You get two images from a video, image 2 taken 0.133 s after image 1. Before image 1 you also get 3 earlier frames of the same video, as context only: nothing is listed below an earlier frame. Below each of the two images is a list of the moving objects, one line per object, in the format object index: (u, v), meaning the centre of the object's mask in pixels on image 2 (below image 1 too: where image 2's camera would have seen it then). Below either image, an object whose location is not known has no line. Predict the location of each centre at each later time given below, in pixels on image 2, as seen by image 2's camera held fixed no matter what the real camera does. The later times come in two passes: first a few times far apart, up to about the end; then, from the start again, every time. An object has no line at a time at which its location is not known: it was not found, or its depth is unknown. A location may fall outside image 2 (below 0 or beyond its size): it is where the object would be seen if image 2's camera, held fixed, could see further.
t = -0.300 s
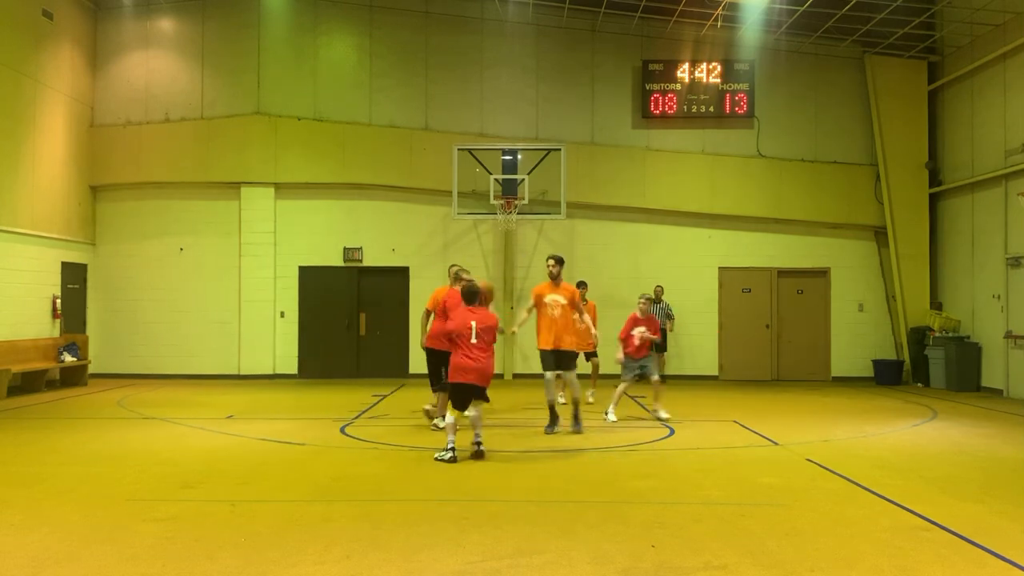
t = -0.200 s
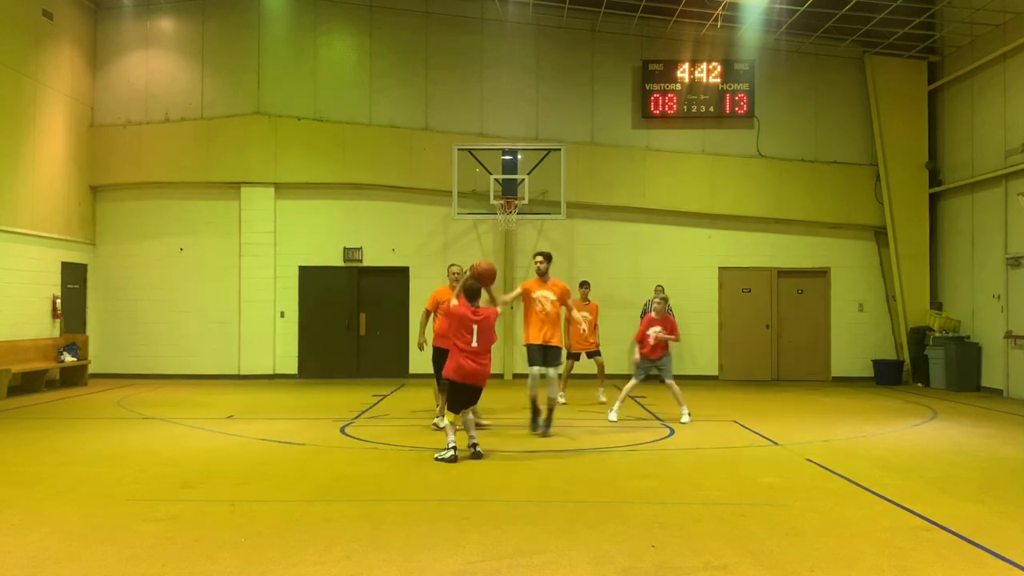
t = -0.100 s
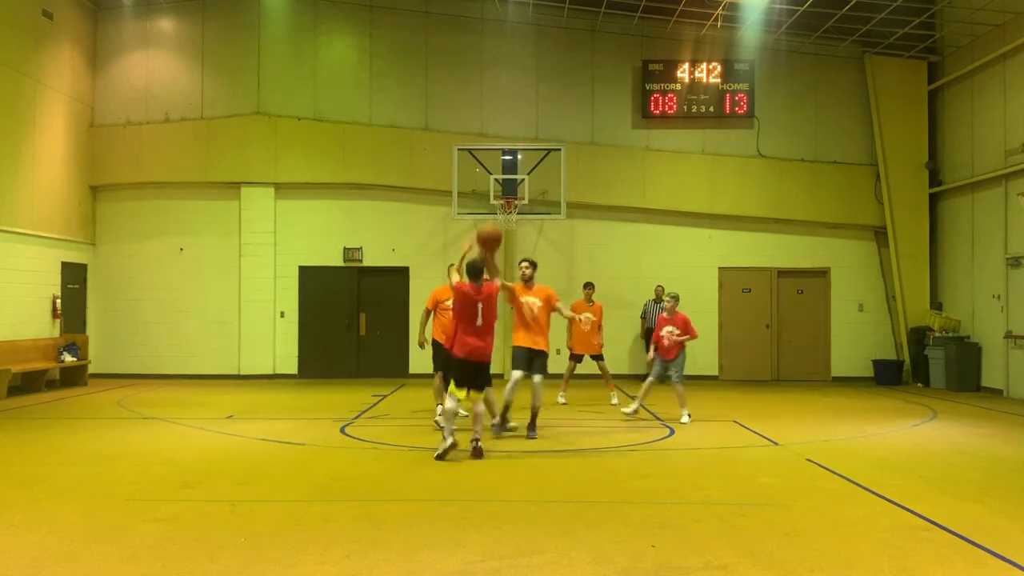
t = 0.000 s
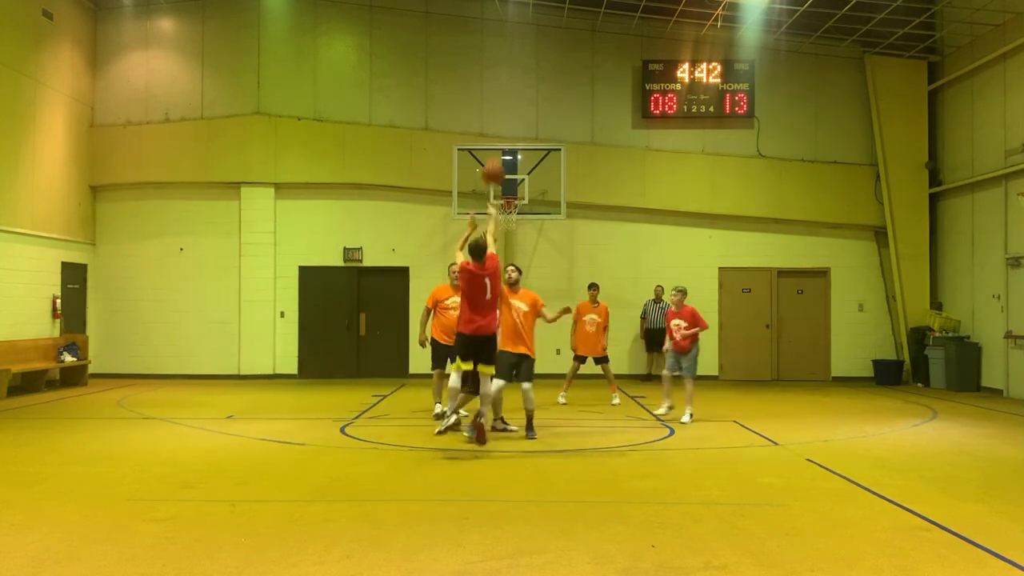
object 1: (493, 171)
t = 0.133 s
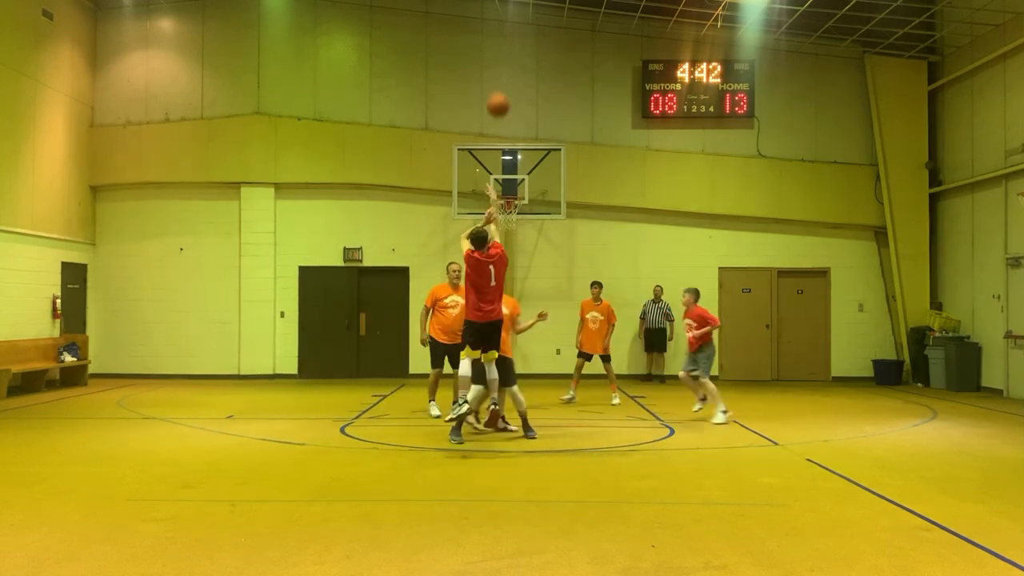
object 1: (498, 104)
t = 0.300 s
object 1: (501, 54)
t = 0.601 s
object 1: (504, 39)
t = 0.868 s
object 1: (506, 78)
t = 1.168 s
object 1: (506, 165)
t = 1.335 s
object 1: (508, 219)
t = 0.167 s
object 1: (498, 92)
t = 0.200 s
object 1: (499, 80)
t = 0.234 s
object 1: (500, 69)
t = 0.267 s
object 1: (501, 61)
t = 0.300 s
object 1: (501, 54)
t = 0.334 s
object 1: (502, 48)
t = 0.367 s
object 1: (502, 44)
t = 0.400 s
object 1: (502, 40)
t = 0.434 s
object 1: (503, 37)
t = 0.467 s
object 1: (503, 36)
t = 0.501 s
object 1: (504, 35)
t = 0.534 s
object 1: (504, 35)
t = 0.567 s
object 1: (504, 36)
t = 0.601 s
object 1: (504, 39)
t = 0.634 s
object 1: (505, 42)
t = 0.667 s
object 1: (505, 45)
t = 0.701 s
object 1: (505, 48)
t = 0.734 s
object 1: (506, 53)
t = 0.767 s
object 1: (506, 58)
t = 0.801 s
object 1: (506, 64)
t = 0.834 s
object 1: (506, 71)
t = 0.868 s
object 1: (506, 78)
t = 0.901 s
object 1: (507, 86)
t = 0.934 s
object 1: (507, 94)
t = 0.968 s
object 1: (507, 103)
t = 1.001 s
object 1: (507, 113)
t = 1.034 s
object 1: (507, 123)
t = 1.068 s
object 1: (507, 133)
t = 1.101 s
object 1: (507, 145)
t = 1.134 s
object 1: (507, 155)
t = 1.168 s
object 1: (506, 165)
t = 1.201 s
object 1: (506, 178)
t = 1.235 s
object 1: (507, 189)
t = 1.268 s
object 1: (508, 205)
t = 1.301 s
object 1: (507, 215)
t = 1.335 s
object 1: (508, 219)
